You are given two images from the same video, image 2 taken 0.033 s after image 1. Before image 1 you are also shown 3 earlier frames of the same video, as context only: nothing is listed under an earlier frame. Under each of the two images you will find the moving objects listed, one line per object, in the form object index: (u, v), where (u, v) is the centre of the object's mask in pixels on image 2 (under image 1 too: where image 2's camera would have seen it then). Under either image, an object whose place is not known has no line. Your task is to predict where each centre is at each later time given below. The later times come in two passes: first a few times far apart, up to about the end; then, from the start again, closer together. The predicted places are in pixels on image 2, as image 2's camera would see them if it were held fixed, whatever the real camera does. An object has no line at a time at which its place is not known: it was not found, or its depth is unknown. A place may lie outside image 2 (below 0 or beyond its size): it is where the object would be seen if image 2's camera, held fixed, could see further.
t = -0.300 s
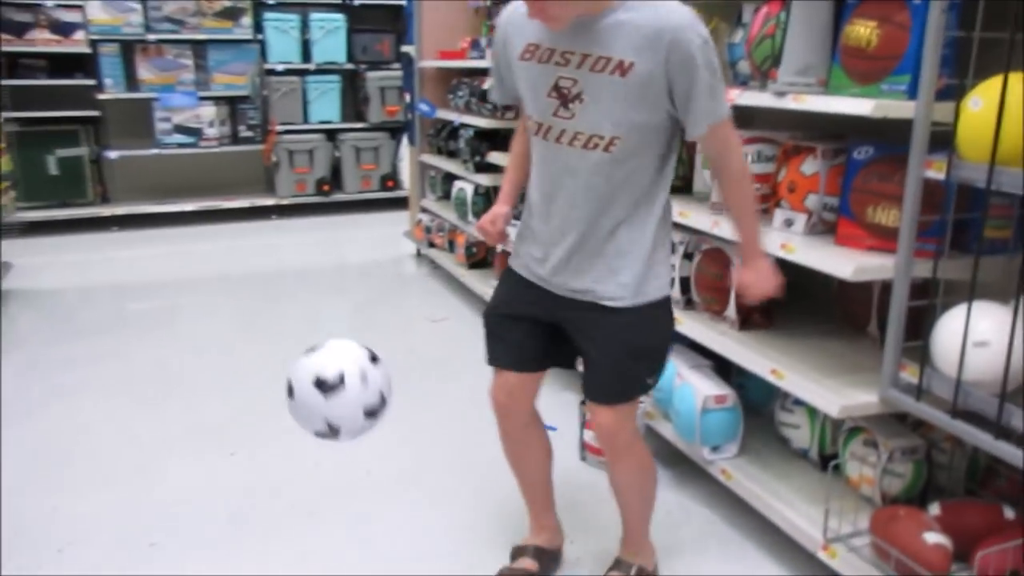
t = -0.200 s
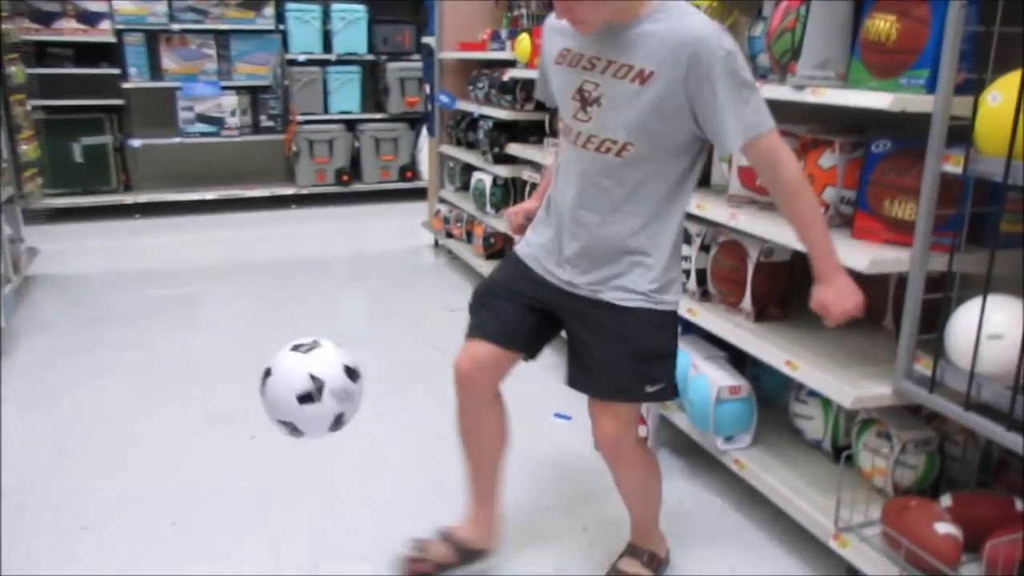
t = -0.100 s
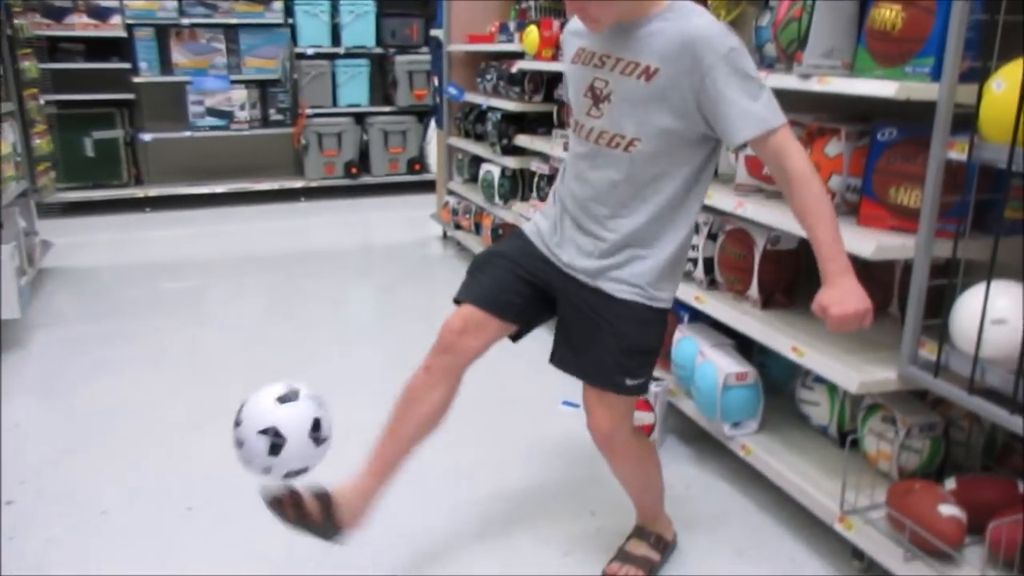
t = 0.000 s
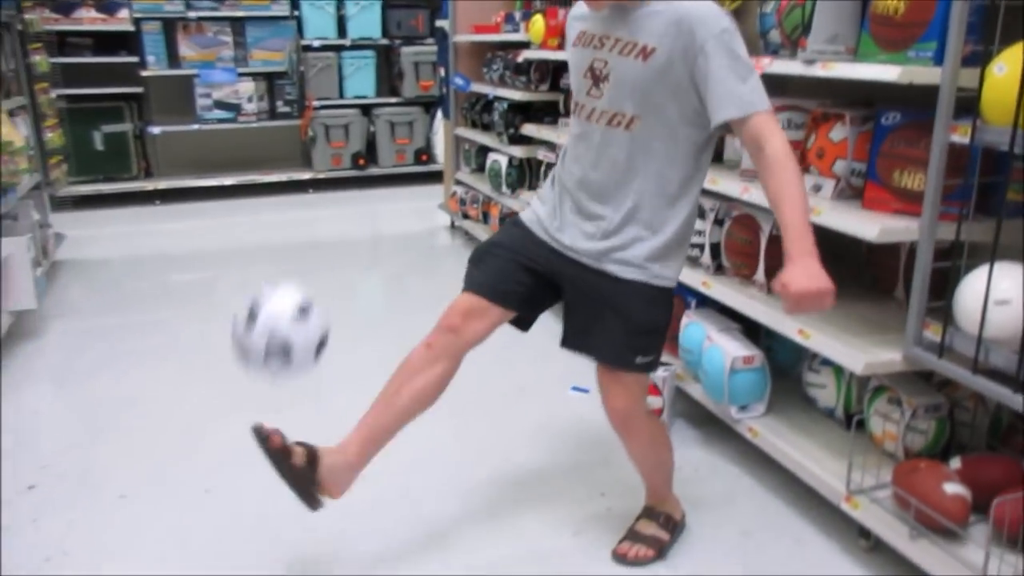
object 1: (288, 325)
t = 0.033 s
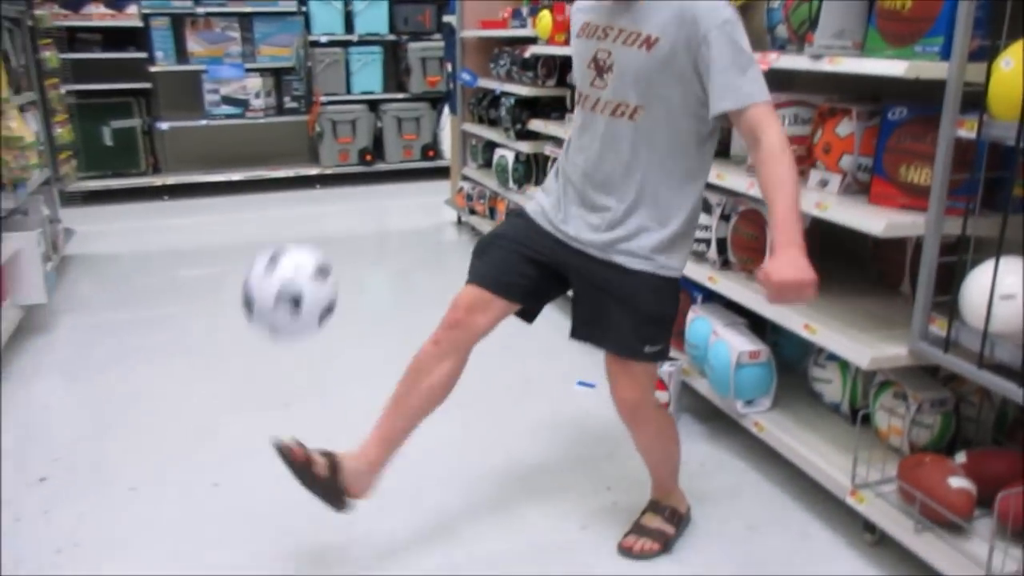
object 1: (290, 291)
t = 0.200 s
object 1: (301, 196)
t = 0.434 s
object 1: (323, 270)
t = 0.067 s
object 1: (292, 263)
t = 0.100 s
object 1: (294, 238)
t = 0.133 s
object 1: (296, 219)
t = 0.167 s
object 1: (299, 205)
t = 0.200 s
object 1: (301, 196)
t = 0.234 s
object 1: (304, 193)
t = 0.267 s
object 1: (307, 194)
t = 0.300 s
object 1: (310, 200)
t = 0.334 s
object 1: (312, 211)
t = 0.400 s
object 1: (320, 247)
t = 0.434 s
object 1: (323, 270)
